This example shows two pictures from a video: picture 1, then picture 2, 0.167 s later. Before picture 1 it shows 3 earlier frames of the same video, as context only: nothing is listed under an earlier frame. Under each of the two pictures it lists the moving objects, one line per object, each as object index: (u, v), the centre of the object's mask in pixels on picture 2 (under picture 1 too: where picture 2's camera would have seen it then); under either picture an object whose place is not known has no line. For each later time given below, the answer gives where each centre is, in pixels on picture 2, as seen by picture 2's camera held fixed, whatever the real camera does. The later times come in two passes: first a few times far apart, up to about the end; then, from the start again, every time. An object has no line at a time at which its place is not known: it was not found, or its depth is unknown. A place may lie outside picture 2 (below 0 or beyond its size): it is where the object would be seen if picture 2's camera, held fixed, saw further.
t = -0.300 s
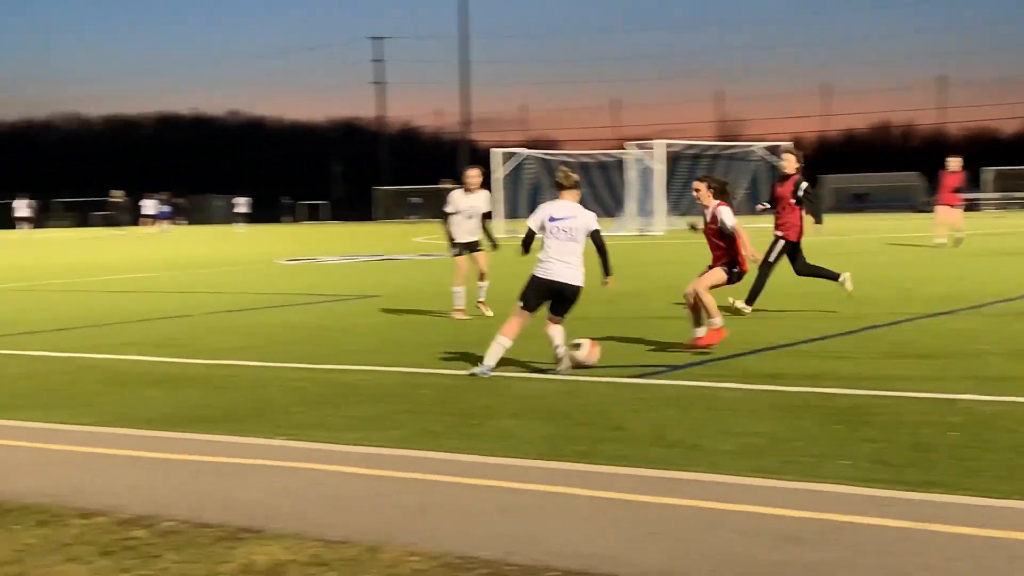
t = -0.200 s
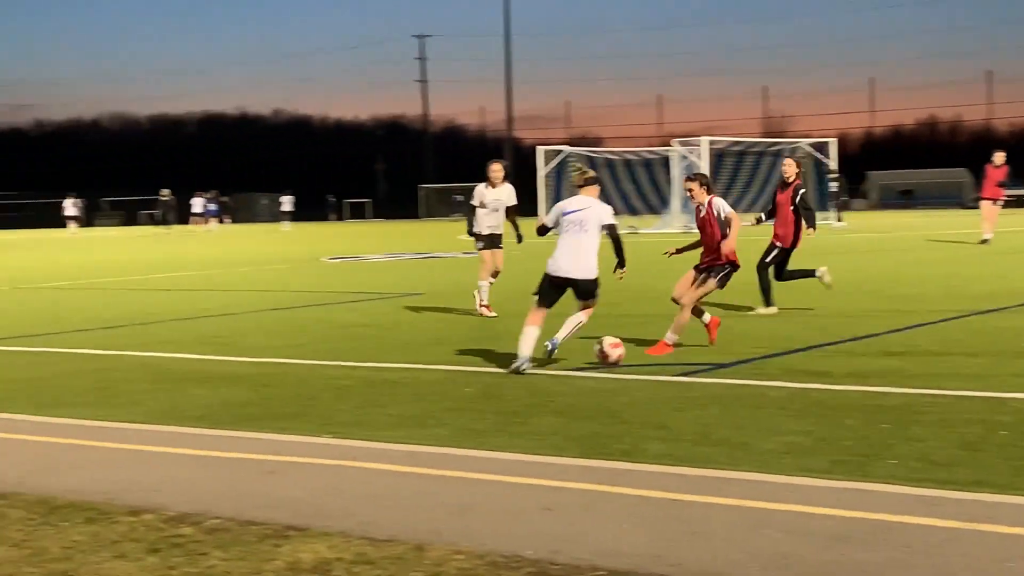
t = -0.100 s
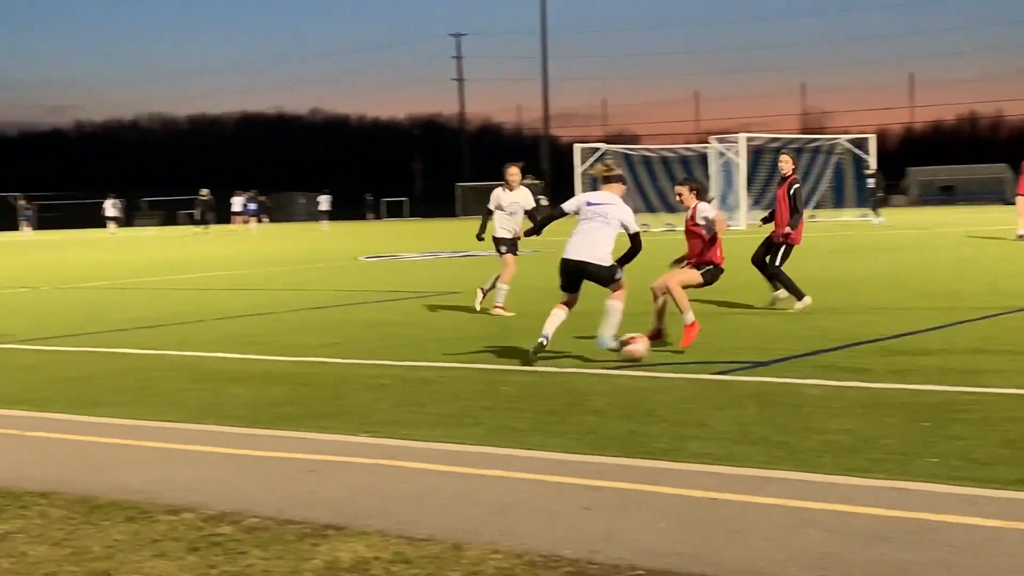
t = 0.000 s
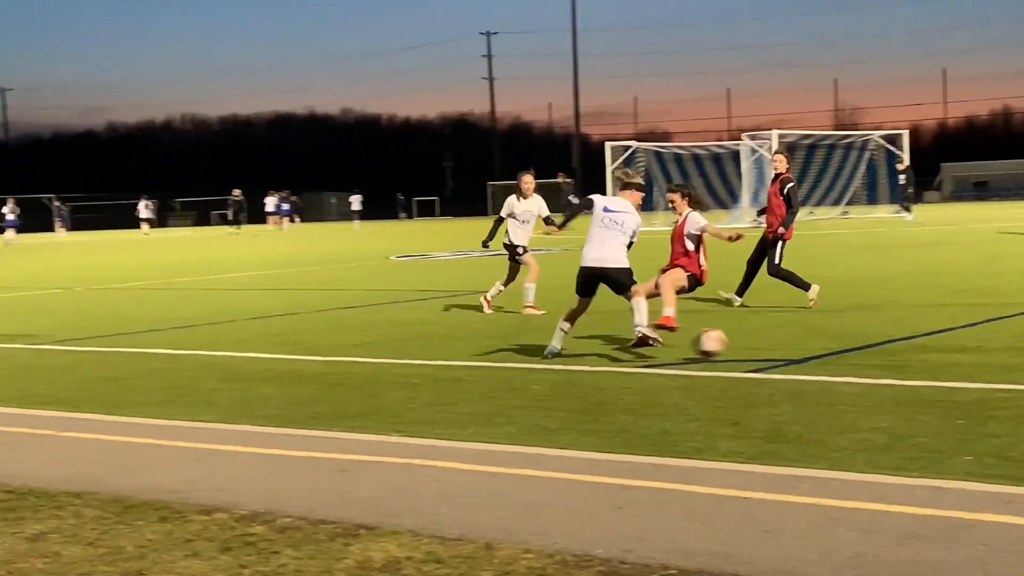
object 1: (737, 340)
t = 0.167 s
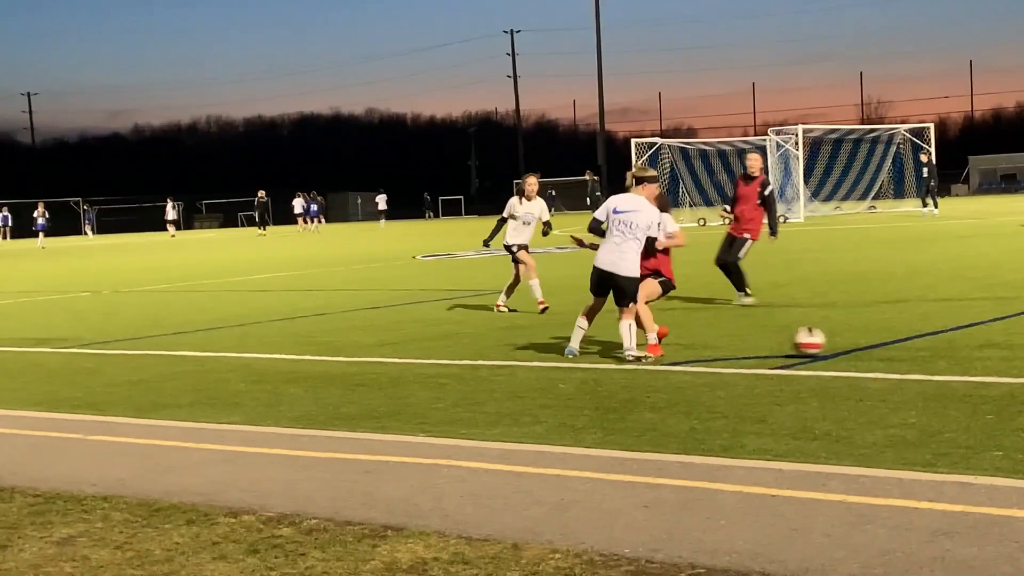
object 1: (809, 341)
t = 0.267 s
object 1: (845, 341)
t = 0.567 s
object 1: (932, 340)
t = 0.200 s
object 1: (822, 343)
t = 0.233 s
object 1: (833, 342)
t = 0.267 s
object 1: (845, 341)
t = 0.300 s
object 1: (856, 342)
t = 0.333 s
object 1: (867, 342)
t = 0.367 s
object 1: (877, 341)
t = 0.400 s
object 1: (886, 342)
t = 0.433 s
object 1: (895, 341)
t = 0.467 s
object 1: (904, 341)
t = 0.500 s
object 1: (912, 341)
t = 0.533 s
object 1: (922, 341)
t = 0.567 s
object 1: (932, 340)
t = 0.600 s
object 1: (940, 340)
